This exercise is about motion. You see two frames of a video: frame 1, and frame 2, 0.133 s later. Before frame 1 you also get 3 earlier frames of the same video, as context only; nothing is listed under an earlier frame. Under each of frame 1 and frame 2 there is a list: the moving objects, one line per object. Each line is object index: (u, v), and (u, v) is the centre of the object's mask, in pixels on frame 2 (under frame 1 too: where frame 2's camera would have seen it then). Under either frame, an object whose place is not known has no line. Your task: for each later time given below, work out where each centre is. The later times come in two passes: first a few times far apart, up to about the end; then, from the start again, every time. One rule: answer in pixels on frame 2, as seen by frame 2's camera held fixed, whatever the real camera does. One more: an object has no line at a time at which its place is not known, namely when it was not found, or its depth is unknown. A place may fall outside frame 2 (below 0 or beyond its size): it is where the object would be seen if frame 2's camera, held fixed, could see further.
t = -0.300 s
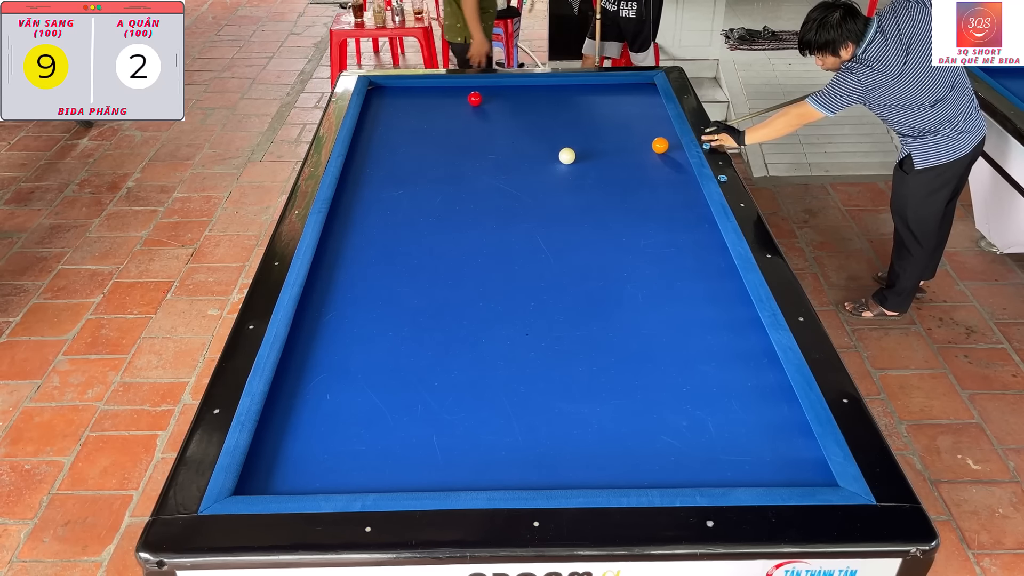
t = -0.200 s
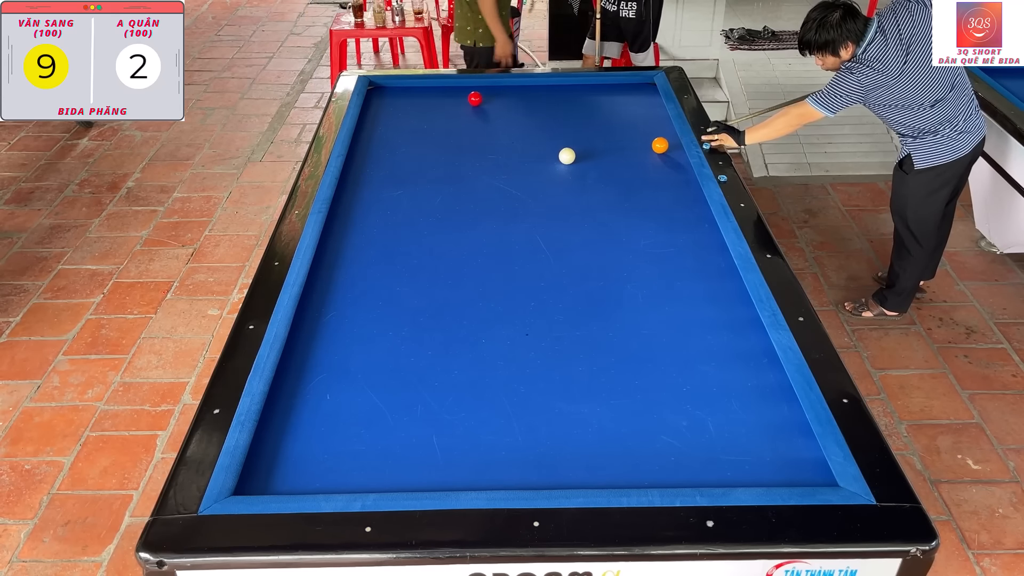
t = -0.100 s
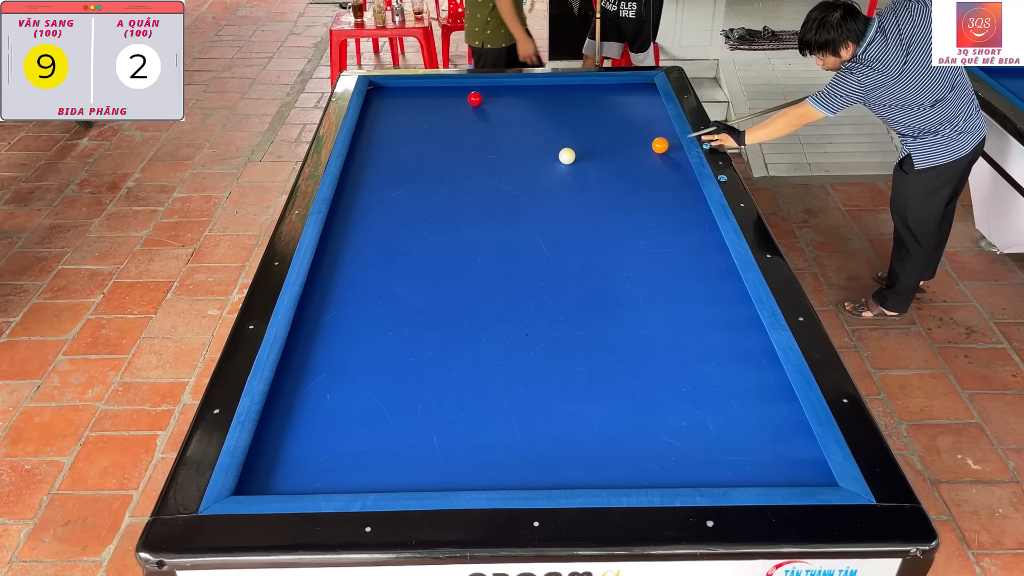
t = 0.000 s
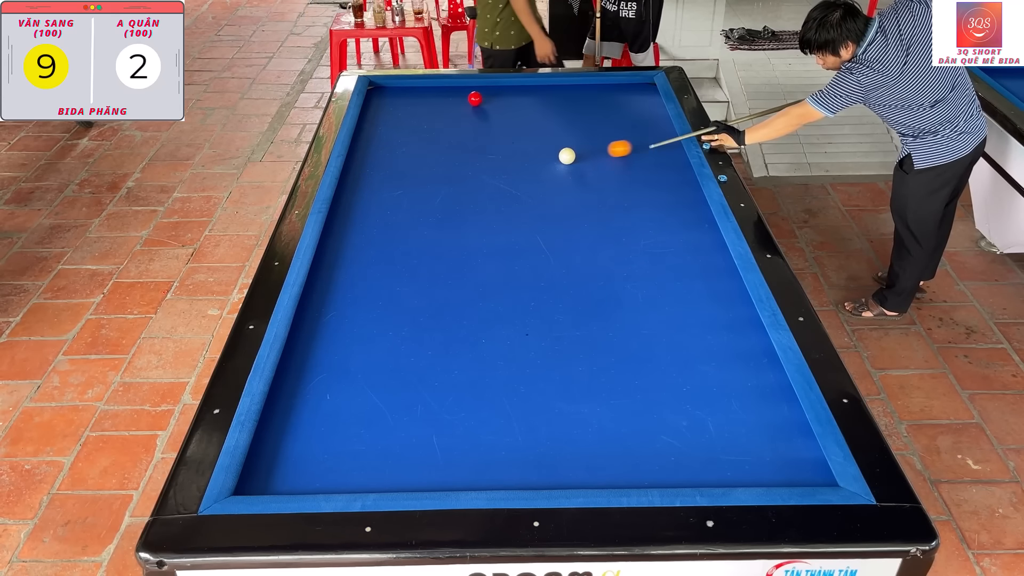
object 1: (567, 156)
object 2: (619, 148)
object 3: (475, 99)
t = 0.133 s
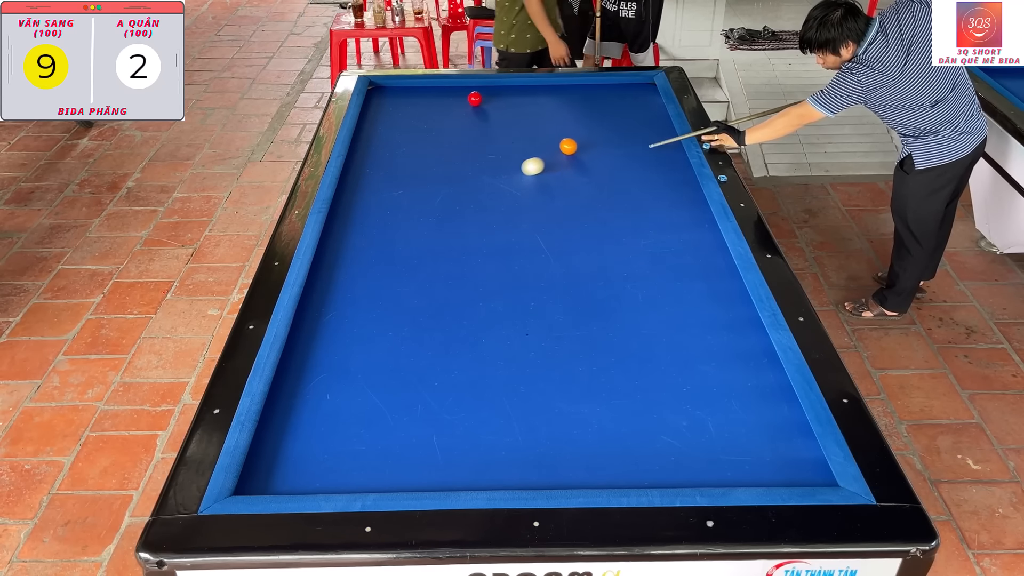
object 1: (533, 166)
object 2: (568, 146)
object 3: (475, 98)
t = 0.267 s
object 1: (469, 185)
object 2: (550, 137)
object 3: (475, 98)
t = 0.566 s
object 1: (334, 227)
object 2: (515, 118)
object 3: (475, 99)
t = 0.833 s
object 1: (413, 253)
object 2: (487, 103)
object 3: (474, 98)
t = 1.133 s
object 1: (483, 284)
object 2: (487, 96)
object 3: (445, 90)
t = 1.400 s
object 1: (548, 315)
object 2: (486, 90)
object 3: (424, 84)
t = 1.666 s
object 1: (619, 349)
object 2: (485, 84)
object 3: (406, 88)
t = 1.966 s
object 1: (709, 393)
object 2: (486, 86)
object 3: (387, 92)
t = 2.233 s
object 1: (799, 436)
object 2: (489, 88)
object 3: (373, 95)
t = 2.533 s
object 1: (769, 476)
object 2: (491, 90)
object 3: (382, 99)
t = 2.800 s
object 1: (737, 461)
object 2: (493, 91)
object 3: (390, 103)
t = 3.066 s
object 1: (708, 444)
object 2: (494, 93)
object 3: (397, 106)
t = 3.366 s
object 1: (678, 428)
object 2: (496, 94)
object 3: (405, 109)
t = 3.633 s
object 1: (653, 414)
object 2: (497, 95)
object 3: (412, 112)
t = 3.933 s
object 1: (627, 400)
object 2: (498, 96)
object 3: (419, 115)
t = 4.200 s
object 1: (606, 389)
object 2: (498, 96)
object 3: (424, 117)
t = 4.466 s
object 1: (587, 379)
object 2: (499, 97)
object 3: (429, 119)
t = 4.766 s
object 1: (567, 368)
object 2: (499, 97)
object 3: (435, 122)
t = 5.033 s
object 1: (551, 359)
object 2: (499, 97)
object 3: (439, 124)
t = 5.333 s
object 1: (534, 350)
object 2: (499, 97)
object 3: (443, 126)
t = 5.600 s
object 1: (521, 343)
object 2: (499, 97)
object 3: (446, 127)
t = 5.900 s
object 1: (508, 335)
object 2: (499, 97)
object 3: (449, 129)
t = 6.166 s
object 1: (497, 330)
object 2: (499, 97)
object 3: (452, 130)
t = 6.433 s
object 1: (487, 324)
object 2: (499, 97)
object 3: (454, 131)
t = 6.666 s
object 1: (479, 320)
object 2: (499, 97)
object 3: (455, 131)
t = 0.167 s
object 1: (517, 171)
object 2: (563, 144)
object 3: (475, 99)
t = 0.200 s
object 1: (501, 176)
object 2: (558, 141)
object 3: (475, 98)
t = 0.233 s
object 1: (485, 181)
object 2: (554, 139)
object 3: (475, 98)
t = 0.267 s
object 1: (469, 185)
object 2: (550, 137)
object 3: (475, 98)
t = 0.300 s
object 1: (453, 190)
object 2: (546, 134)
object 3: (475, 98)
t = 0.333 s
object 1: (437, 195)
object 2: (542, 132)
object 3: (475, 98)
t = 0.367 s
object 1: (422, 200)
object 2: (538, 130)
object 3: (475, 98)
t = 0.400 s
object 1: (406, 205)
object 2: (534, 128)
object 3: (475, 98)
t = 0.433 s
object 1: (390, 209)
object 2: (530, 126)
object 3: (475, 99)
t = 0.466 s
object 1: (374, 214)
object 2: (526, 124)
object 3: (475, 99)
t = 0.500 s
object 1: (358, 219)
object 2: (522, 122)
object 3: (475, 99)
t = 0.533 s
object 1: (343, 223)
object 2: (519, 120)
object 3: (475, 99)
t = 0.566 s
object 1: (334, 227)
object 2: (515, 118)
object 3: (475, 99)
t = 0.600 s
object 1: (344, 230)
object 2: (511, 116)
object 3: (475, 99)
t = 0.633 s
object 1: (355, 234)
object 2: (507, 114)
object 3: (475, 99)
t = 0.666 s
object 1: (365, 237)
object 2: (504, 112)
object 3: (475, 99)
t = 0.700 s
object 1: (376, 240)
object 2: (500, 110)
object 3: (475, 99)
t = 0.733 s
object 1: (386, 243)
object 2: (497, 108)
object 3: (475, 99)
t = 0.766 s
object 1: (395, 246)
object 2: (493, 106)
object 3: (475, 99)
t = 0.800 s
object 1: (404, 250)
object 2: (490, 105)
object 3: (475, 99)
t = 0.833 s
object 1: (413, 253)
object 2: (487, 103)
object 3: (474, 98)
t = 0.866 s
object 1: (422, 256)
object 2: (486, 102)
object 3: (472, 98)
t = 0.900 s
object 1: (430, 260)
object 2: (487, 101)
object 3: (468, 97)
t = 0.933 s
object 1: (438, 263)
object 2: (487, 101)
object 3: (464, 95)
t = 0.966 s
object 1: (446, 267)
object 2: (487, 100)
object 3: (461, 94)
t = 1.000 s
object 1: (453, 270)
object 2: (487, 99)
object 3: (457, 93)
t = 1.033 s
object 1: (461, 274)
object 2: (487, 98)
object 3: (454, 92)
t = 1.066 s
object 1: (468, 277)
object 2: (487, 98)
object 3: (451, 92)
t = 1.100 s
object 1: (476, 281)
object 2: (487, 97)
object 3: (448, 91)
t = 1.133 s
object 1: (483, 284)
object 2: (487, 96)
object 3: (445, 90)
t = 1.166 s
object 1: (491, 288)
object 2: (487, 95)
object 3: (443, 89)
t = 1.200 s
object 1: (499, 292)
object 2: (487, 95)
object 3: (440, 88)
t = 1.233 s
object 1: (507, 296)
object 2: (487, 94)
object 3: (437, 87)
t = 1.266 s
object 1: (515, 300)
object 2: (486, 93)
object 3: (434, 87)
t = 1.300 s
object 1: (523, 303)
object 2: (486, 92)
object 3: (432, 86)
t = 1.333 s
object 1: (531, 307)
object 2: (486, 92)
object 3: (429, 85)
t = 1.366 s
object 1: (539, 311)
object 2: (486, 91)
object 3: (426, 84)
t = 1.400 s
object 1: (548, 315)
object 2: (486, 90)
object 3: (424, 84)
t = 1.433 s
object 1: (556, 319)
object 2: (486, 89)
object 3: (422, 85)
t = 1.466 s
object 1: (565, 323)
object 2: (486, 89)
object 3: (419, 85)
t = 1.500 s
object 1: (573, 328)
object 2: (485, 88)
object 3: (417, 86)
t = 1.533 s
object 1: (582, 332)
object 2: (485, 87)
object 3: (415, 86)
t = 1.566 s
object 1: (591, 336)
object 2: (485, 87)
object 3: (413, 87)
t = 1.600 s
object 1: (600, 341)
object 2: (485, 86)
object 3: (411, 87)
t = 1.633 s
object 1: (610, 345)
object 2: (485, 85)
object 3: (408, 88)
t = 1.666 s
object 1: (619, 349)
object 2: (485, 84)
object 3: (406, 88)
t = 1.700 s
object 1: (628, 354)
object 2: (485, 84)
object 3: (404, 88)
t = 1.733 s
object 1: (638, 359)
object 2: (484, 83)
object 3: (402, 89)
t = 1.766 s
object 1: (648, 363)
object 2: (485, 84)
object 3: (400, 89)
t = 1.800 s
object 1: (658, 368)
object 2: (485, 84)
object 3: (398, 90)
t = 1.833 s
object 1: (668, 373)
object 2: (485, 84)
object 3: (396, 90)
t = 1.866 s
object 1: (678, 378)
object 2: (486, 85)
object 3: (393, 91)
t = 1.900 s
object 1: (688, 383)
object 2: (486, 85)
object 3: (391, 91)
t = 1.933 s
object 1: (699, 388)
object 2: (486, 85)
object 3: (389, 92)
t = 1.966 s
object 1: (709, 393)
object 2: (486, 86)
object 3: (387, 92)
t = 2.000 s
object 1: (720, 398)
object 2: (487, 86)
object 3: (385, 93)
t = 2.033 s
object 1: (731, 403)
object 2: (487, 86)
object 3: (383, 93)
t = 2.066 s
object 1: (742, 408)
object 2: (487, 86)
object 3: (381, 93)
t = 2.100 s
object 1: (753, 414)
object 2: (487, 87)
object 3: (378, 94)
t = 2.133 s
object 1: (764, 419)
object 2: (488, 87)
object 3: (376, 94)
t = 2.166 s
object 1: (776, 425)
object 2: (488, 87)
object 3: (374, 95)
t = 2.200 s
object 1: (788, 430)
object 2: (488, 87)
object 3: (372, 95)
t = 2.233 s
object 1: (799, 436)
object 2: (489, 88)
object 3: (373, 95)
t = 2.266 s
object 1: (800, 441)
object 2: (489, 88)
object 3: (374, 96)
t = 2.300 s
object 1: (795, 445)
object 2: (489, 88)
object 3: (375, 96)
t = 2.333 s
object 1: (790, 450)
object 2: (489, 88)
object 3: (377, 97)
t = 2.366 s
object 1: (785, 454)
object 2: (490, 89)
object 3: (378, 97)
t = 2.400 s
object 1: (781, 459)
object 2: (490, 89)
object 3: (378, 98)
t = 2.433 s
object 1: (777, 463)
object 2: (490, 89)
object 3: (379, 98)
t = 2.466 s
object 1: (774, 468)
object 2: (490, 89)
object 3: (380, 99)
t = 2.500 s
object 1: (772, 473)
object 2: (491, 90)
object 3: (381, 99)
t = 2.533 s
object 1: (769, 476)
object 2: (491, 90)
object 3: (382, 99)
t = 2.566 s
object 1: (765, 477)
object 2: (491, 90)
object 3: (383, 100)
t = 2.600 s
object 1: (761, 475)
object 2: (491, 90)
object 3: (384, 100)
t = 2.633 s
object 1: (757, 472)
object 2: (491, 90)
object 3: (385, 101)
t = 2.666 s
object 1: (753, 470)
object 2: (492, 91)
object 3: (386, 101)
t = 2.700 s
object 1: (749, 467)
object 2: (492, 91)
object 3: (387, 101)
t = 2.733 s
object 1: (745, 465)
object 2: (492, 91)
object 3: (388, 102)
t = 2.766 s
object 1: (741, 463)
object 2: (492, 91)
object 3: (389, 102)
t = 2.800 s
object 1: (737, 461)
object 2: (493, 91)
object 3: (390, 103)
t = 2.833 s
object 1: (734, 459)
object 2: (493, 92)
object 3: (391, 103)
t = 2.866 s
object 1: (730, 457)
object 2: (493, 92)
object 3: (392, 103)
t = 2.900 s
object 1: (726, 455)
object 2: (493, 92)
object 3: (393, 104)
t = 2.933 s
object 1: (723, 453)
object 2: (493, 92)
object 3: (394, 104)
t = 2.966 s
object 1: (719, 450)
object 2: (494, 92)
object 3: (395, 105)
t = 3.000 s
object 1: (715, 448)
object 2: (494, 93)
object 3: (396, 105)
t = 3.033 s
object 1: (712, 447)
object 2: (494, 93)
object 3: (397, 105)
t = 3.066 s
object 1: (708, 444)
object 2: (494, 93)
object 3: (397, 106)
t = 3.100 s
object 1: (705, 442)
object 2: (494, 93)
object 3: (398, 106)
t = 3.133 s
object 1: (701, 441)
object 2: (494, 93)
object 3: (399, 106)
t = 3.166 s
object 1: (698, 439)
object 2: (495, 93)
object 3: (400, 107)
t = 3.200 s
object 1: (695, 437)
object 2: (495, 94)
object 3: (401, 107)
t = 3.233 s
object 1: (691, 435)
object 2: (495, 94)
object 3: (402, 108)
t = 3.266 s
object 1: (688, 433)
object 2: (495, 94)
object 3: (403, 108)
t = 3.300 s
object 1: (684, 431)
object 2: (495, 94)
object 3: (404, 108)
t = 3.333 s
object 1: (681, 429)
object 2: (495, 94)
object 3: (404, 109)
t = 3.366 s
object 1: (678, 428)
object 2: (496, 94)
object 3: (405, 109)
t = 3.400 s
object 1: (675, 426)
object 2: (496, 94)
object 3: (406, 109)
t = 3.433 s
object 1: (672, 424)
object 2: (496, 94)
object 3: (407, 110)
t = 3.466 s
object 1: (668, 423)
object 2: (496, 95)
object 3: (408, 110)
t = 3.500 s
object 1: (665, 421)
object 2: (496, 95)
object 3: (409, 110)
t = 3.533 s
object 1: (662, 419)
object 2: (496, 95)
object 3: (409, 111)
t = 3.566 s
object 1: (659, 417)
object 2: (496, 95)
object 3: (410, 111)
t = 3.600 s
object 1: (656, 416)
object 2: (496, 95)
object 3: (411, 111)
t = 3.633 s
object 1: (653, 414)
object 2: (497, 95)
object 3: (412, 112)
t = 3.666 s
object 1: (650, 413)
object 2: (497, 95)
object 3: (413, 112)
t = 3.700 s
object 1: (647, 411)
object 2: (497, 95)
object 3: (413, 112)
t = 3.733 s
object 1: (644, 409)
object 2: (497, 95)
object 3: (414, 113)
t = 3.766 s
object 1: (642, 408)
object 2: (497, 96)
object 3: (415, 113)
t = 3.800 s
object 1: (639, 406)
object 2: (497, 96)
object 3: (416, 113)
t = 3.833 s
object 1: (636, 405)
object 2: (497, 96)
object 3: (416, 114)
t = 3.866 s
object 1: (633, 403)
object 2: (497, 96)
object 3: (417, 114)
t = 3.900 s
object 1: (630, 402)
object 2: (497, 96)
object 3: (418, 114)
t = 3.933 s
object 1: (627, 400)
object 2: (498, 96)
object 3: (419, 115)
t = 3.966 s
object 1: (625, 399)
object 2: (498, 96)
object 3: (419, 115)
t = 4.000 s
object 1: (622, 397)
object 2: (498, 96)
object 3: (420, 115)
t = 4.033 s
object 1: (619, 396)
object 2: (498, 96)
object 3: (421, 116)
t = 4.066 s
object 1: (617, 394)
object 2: (498, 96)
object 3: (422, 116)
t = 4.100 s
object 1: (614, 393)
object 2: (498, 96)
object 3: (422, 116)
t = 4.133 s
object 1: (611, 392)
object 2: (498, 96)
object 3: (423, 117)
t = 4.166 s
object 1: (609, 390)
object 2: (498, 96)
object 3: (424, 117)
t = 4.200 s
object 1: (606, 389)
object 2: (498, 96)
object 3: (424, 117)
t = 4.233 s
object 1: (604, 388)
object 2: (498, 96)
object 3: (425, 117)
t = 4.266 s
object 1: (601, 386)
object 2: (499, 96)
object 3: (426, 118)
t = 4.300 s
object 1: (599, 385)
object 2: (499, 97)
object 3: (426, 118)
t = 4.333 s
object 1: (596, 384)
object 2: (499, 97)
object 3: (427, 118)
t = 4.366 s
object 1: (594, 383)
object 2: (499, 97)
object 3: (428, 119)
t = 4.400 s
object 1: (591, 381)
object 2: (499, 97)
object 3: (428, 119)
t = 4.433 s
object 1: (589, 380)
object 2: (499, 97)
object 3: (429, 119)
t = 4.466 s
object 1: (587, 379)
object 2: (499, 97)
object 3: (429, 119)
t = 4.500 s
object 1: (584, 378)
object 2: (499, 97)
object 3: (430, 120)
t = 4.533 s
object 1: (582, 376)
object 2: (499, 97)
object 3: (431, 120)
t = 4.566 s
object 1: (580, 375)
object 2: (499, 97)
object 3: (431, 120)
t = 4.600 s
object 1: (578, 374)
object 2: (499, 97)
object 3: (432, 121)
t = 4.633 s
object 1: (575, 373)
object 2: (499, 97)
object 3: (432, 121)
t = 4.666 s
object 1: (573, 372)
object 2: (499, 97)
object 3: (433, 121)
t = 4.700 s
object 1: (571, 371)
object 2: (499, 97)
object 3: (434, 121)
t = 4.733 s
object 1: (569, 369)
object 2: (499, 97)
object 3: (434, 122)
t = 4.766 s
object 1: (567, 368)
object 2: (499, 97)
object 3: (435, 122)
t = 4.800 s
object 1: (565, 367)
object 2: (499, 97)
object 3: (435, 122)
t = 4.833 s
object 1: (563, 366)
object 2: (499, 97)
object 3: (436, 122)
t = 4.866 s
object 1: (561, 365)
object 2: (499, 97)
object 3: (436, 123)
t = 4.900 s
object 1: (559, 364)
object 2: (499, 97)
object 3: (437, 123)
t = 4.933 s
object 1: (557, 363)
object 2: (500, 97)
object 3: (437, 123)
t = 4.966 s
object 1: (555, 361)
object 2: (499, 97)
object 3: (438, 123)
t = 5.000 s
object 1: (553, 360)
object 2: (499, 97)
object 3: (439, 124)
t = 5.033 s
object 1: (551, 359)
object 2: (499, 97)
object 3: (439, 124)
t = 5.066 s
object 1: (549, 358)
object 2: (499, 97)
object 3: (439, 124)
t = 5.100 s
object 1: (547, 357)
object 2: (499, 97)
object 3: (440, 124)
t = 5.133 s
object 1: (545, 356)
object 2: (499, 97)
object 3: (440, 125)
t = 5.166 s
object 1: (543, 355)
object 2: (500, 97)
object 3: (441, 125)
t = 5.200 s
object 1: (542, 354)
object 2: (499, 97)
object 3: (441, 125)
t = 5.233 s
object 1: (540, 353)
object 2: (499, 97)
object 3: (442, 125)
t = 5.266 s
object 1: (538, 352)
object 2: (499, 97)
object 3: (442, 125)
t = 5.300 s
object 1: (536, 351)
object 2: (499, 97)
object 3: (442, 126)
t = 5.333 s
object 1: (534, 350)
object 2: (499, 97)
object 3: (443, 126)
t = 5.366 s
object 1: (533, 349)
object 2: (499, 97)
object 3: (443, 126)
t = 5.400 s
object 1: (531, 348)
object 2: (499, 97)
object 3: (444, 126)
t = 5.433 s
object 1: (529, 347)
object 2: (499, 97)
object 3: (444, 126)
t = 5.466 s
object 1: (528, 346)
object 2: (499, 97)
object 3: (445, 127)
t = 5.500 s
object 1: (526, 345)
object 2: (499, 97)
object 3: (445, 127)
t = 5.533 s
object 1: (525, 345)
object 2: (499, 97)
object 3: (445, 127)
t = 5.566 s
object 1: (523, 344)
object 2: (499, 97)
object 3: (446, 127)
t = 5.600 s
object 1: (521, 343)
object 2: (499, 97)
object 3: (446, 127)
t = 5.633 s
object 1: (520, 342)
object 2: (499, 97)
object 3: (447, 128)
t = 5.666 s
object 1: (518, 341)
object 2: (499, 97)
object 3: (447, 128)
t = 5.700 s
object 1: (517, 340)
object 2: (499, 97)
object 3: (447, 128)
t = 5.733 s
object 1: (515, 339)
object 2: (499, 97)
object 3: (448, 128)
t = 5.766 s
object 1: (514, 339)
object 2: (499, 97)
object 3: (448, 128)
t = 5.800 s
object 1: (512, 338)
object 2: (499, 97)
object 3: (448, 128)
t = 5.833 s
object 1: (511, 337)
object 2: (499, 97)
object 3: (449, 129)
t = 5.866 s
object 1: (509, 336)
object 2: (499, 97)
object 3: (449, 129)
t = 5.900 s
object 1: (508, 335)
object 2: (499, 97)
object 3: (449, 129)
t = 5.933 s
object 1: (506, 335)
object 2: (499, 97)
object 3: (450, 129)
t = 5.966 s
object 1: (505, 334)
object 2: (499, 97)
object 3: (450, 129)
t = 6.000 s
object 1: (503, 333)
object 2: (499, 97)
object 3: (451, 129)
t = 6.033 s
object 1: (502, 332)
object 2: (499, 97)
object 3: (451, 129)
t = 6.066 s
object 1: (501, 332)
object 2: (499, 97)
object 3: (451, 129)
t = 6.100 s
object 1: (499, 331)
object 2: (499, 97)
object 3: (452, 130)
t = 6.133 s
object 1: (498, 330)
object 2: (499, 97)
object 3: (452, 130)
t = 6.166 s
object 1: (497, 330)
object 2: (499, 97)
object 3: (452, 130)
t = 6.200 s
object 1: (495, 329)
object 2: (499, 97)
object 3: (452, 130)
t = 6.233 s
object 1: (494, 328)
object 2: (499, 97)
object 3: (453, 130)
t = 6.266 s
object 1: (493, 328)
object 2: (499, 97)
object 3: (453, 130)
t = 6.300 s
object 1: (492, 327)
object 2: (499, 97)
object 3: (453, 130)
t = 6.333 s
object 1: (490, 326)
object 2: (499, 97)
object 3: (453, 130)
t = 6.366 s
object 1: (489, 326)
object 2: (499, 97)
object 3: (453, 130)
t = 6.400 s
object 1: (488, 325)
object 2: (499, 97)
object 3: (454, 131)
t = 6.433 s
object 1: (487, 324)
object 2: (499, 97)
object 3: (454, 131)
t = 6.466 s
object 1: (486, 324)
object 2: (499, 97)
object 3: (454, 131)
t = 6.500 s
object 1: (484, 323)
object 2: (500, 97)
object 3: (454, 131)
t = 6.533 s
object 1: (483, 322)
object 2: (499, 97)
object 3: (454, 131)
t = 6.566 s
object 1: (482, 322)
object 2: (499, 97)
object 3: (455, 131)
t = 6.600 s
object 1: (481, 321)
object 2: (499, 97)
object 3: (455, 131)
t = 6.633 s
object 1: (480, 321)
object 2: (499, 97)
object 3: (455, 131)
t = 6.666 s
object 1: (479, 320)
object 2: (499, 97)
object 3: (455, 131)
